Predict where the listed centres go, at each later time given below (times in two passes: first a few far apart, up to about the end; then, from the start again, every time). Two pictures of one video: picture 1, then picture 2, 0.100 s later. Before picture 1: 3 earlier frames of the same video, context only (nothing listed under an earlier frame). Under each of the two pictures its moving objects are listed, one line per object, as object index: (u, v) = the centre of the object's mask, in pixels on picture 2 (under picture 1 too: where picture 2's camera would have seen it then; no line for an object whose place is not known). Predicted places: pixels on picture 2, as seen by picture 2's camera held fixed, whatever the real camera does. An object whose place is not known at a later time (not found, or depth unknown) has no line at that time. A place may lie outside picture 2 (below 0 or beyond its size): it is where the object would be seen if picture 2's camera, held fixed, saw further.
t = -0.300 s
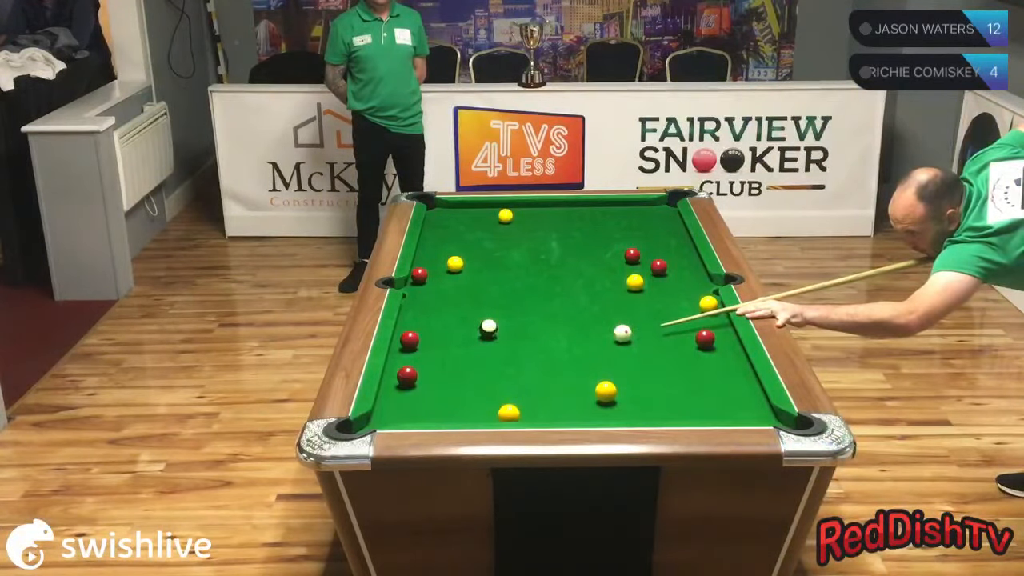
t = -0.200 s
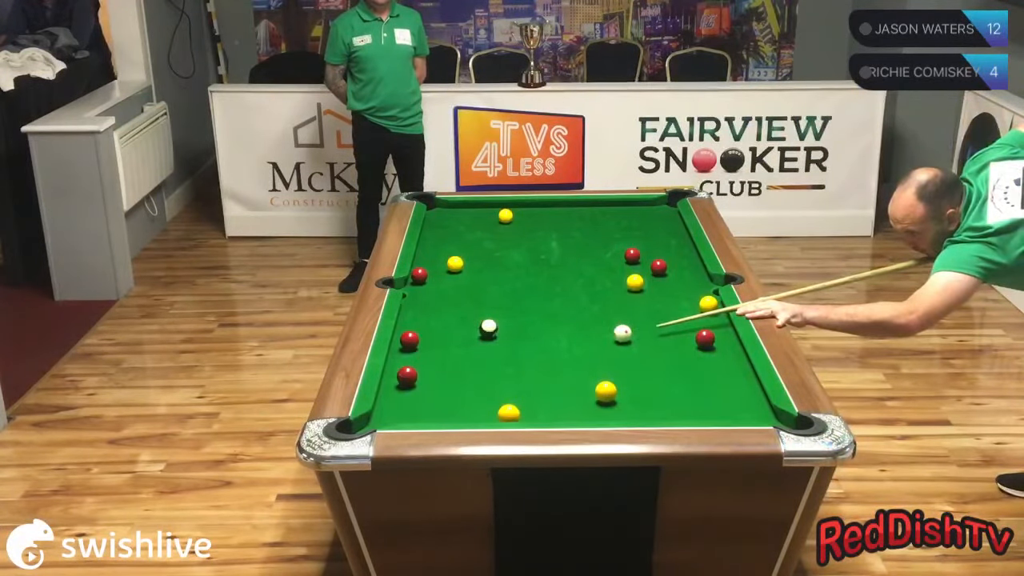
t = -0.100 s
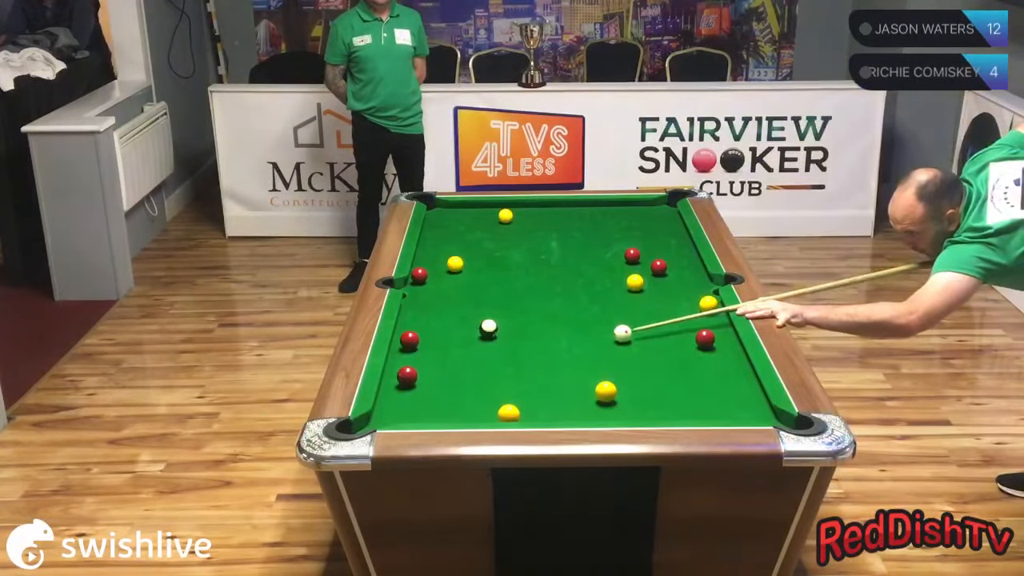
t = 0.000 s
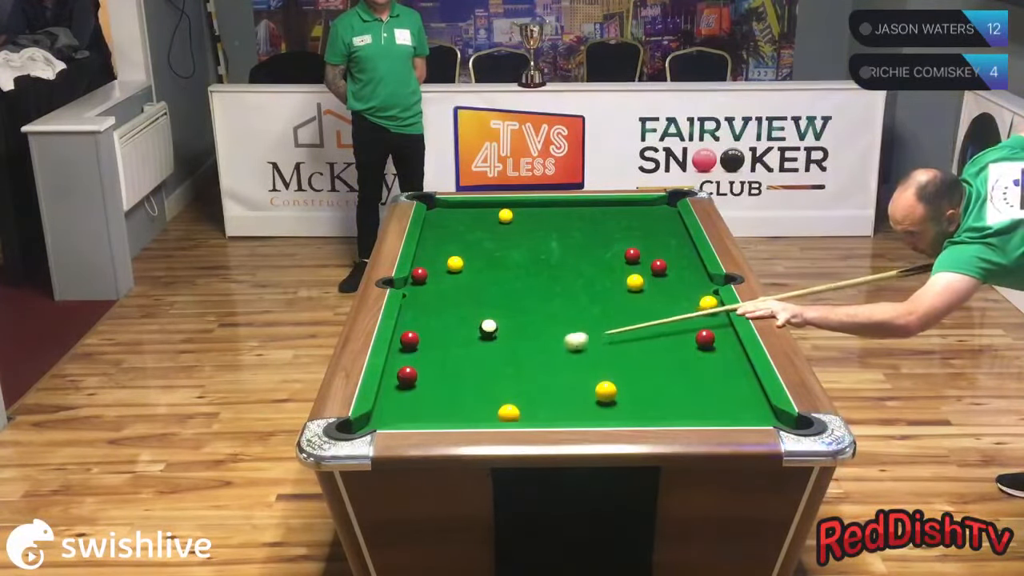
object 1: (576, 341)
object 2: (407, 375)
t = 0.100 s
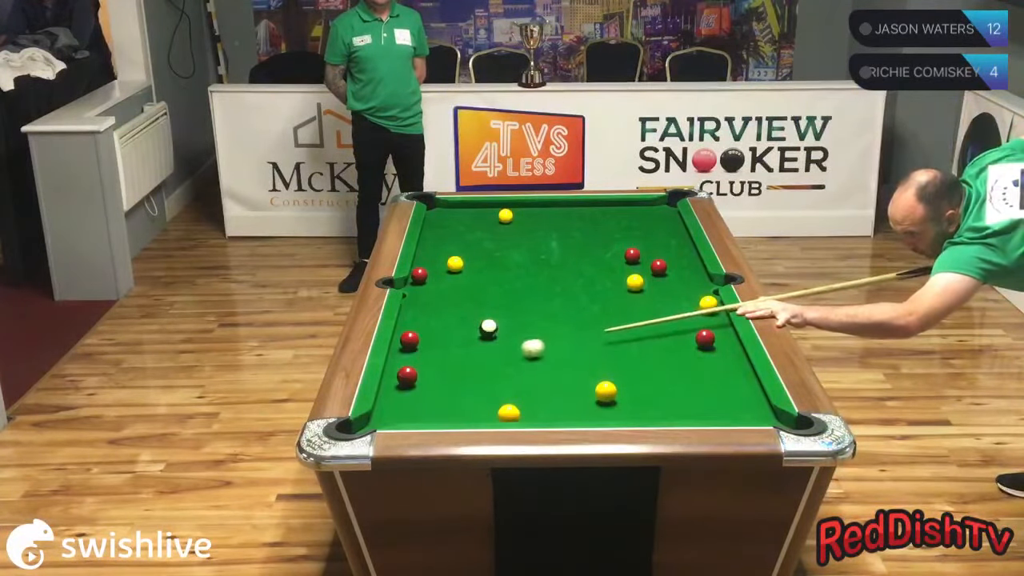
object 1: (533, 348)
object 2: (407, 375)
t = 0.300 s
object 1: (447, 362)
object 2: (407, 375)
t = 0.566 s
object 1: (429, 363)
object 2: (399, 386)
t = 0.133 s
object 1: (519, 351)
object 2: (407, 375)
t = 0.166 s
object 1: (505, 353)
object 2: (407, 375)
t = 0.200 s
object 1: (490, 355)
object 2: (407, 375)
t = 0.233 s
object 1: (476, 358)
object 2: (407, 375)
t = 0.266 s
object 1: (462, 360)
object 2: (407, 375)
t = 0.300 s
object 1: (447, 362)
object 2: (407, 375)
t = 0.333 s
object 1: (433, 365)
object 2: (407, 375)
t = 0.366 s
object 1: (421, 366)
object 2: (406, 375)
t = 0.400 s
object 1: (405, 364)
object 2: (406, 377)
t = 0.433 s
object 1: (393, 367)
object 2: (405, 379)
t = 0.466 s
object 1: (402, 365)
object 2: (403, 381)
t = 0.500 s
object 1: (412, 365)
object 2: (402, 383)
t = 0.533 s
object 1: (420, 364)
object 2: (400, 384)
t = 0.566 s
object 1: (429, 363)
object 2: (399, 386)
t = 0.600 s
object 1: (438, 362)
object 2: (398, 388)
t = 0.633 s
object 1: (446, 361)
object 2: (396, 389)
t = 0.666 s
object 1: (454, 360)
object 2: (395, 391)
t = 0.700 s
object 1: (463, 359)
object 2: (394, 393)
